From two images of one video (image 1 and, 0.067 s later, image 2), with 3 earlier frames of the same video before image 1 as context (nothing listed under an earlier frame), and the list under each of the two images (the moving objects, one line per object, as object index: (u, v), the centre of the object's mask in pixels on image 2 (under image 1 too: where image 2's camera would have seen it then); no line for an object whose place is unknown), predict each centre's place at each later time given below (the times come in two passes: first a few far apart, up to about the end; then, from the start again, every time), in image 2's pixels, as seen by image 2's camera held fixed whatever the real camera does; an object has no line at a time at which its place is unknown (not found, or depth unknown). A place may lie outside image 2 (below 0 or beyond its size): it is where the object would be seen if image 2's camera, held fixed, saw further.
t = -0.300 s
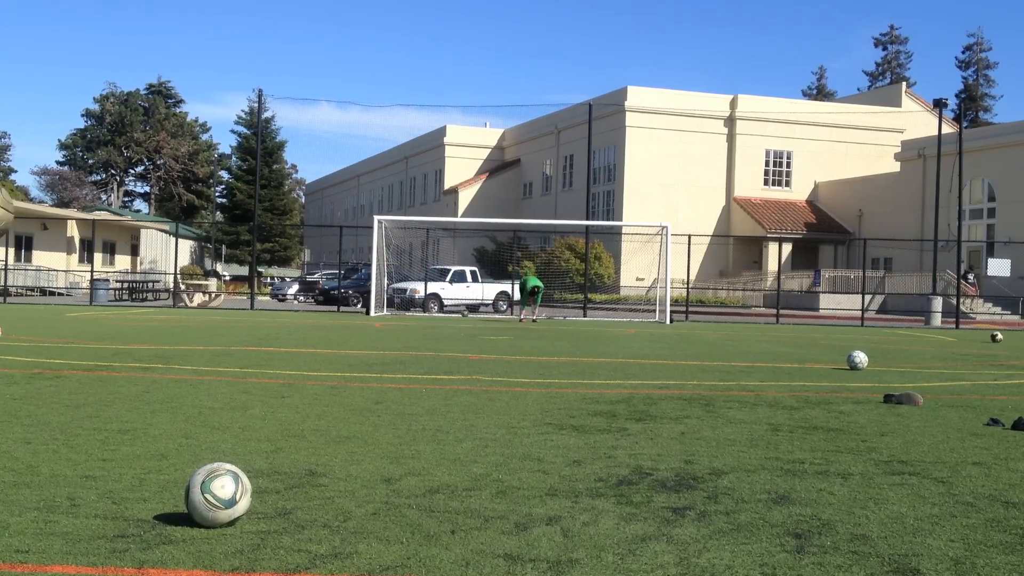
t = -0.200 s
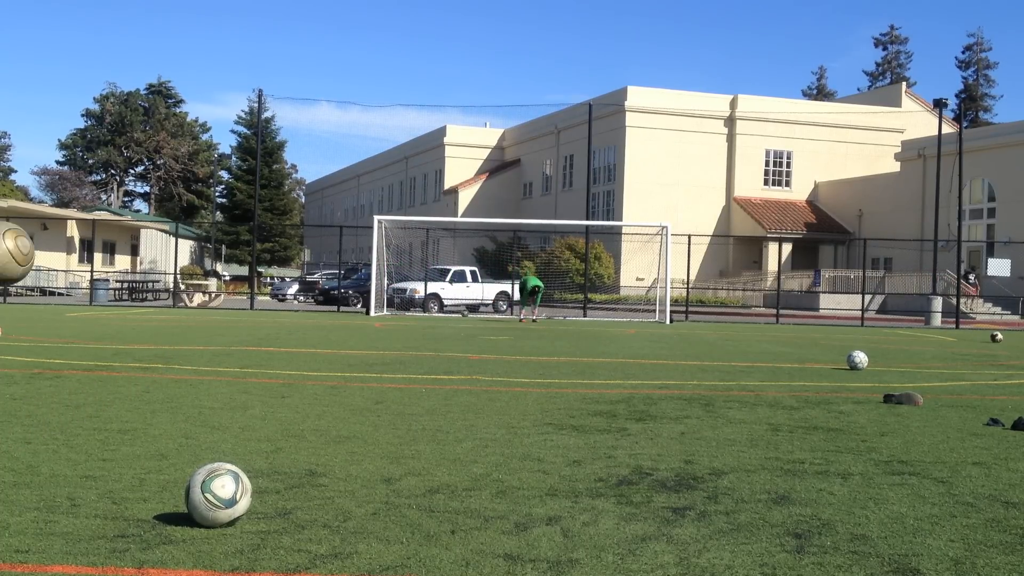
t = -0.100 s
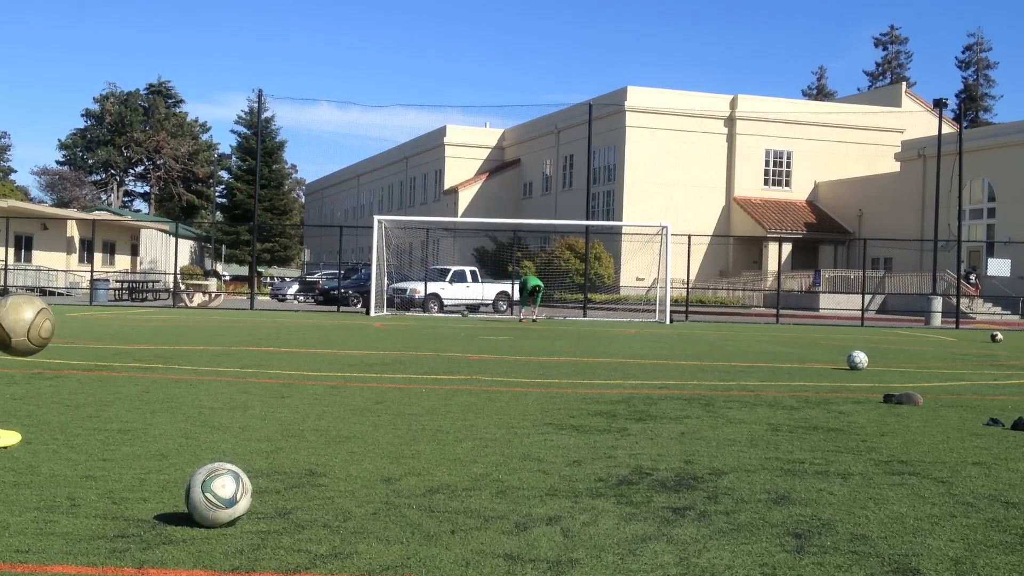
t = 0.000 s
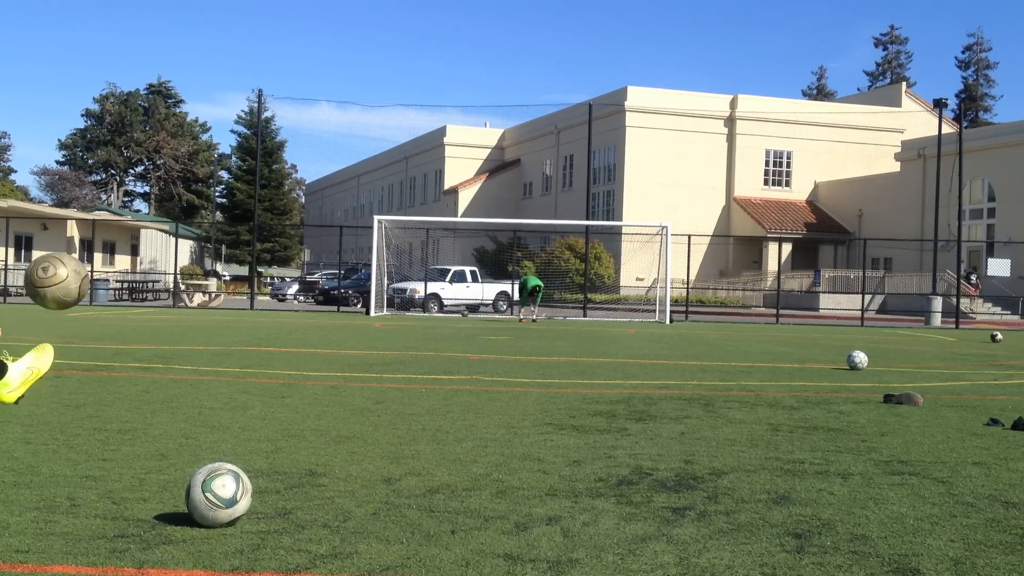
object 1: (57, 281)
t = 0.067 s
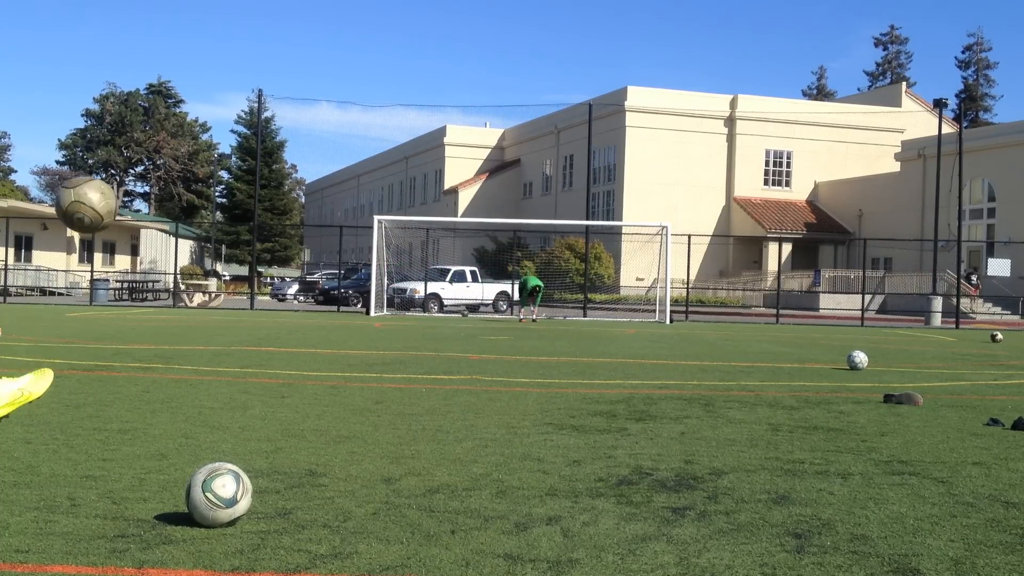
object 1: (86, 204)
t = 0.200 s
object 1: (142, 91)
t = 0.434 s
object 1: (226, 16)
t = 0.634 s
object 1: (289, 44)
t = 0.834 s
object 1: (344, 168)
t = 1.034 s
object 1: (390, 367)
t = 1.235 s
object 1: (413, 343)
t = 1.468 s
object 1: (427, 248)
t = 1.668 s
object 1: (436, 253)
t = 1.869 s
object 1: (442, 343)
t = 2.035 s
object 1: (450, 419)
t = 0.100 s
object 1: (100, 172)
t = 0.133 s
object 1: (115, 142)
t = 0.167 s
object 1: (128, 116)
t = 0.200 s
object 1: (142, 91)
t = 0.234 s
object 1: (154, 71)
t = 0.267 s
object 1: (167, 53)
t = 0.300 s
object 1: (179, 38)
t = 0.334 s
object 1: (191, 27)
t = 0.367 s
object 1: (203, 21)
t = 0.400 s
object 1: (215, 17)
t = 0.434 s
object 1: (226, 16)
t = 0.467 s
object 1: (238, 15)
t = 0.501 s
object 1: (248, 16)
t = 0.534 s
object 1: (259, 19)
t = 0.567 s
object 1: (269, 24)
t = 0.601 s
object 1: (279, 32)
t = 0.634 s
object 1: (289, 44)
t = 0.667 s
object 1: (299, 59)
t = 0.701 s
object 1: (308, 77)
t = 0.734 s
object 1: (317, 96)
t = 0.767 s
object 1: (326, 118)
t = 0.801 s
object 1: (335, 142)
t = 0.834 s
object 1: (344, 168)
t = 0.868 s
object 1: (353, 196)
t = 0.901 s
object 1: (360, 226)
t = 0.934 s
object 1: (369, 259)
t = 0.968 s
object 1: (377, 293)
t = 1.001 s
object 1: (383, 329)
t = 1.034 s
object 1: (390, 367)
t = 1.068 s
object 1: (397, 406)
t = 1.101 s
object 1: (404, 442)
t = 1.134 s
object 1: (406, 415)
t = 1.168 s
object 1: (409, 389)
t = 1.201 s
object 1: (411, 365)
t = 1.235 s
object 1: (413, 343)
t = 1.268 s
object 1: (415, 323)
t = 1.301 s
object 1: (418, 305)
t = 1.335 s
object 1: (420, 290)
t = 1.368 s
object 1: (422, 276)
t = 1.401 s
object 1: (424, 264)
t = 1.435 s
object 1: (426, 255)
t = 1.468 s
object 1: (427, 248)
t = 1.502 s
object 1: (429, 243)
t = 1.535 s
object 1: (431, 241)
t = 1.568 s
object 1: (432, 240)
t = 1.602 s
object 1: (434, 242)
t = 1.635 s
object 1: (435, 246)
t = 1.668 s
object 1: (436, 253)
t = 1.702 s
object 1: (437, 262)
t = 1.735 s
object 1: (438, 273)
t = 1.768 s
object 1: (439, 288)
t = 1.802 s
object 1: (440, 304)
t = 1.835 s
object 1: (441, 322)
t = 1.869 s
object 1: (442, 343)
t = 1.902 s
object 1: (443, 367)
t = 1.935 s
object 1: (443, 392)
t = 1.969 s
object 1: (444, 421)
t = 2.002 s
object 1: (446, 440)
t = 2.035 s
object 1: (450, 419)
